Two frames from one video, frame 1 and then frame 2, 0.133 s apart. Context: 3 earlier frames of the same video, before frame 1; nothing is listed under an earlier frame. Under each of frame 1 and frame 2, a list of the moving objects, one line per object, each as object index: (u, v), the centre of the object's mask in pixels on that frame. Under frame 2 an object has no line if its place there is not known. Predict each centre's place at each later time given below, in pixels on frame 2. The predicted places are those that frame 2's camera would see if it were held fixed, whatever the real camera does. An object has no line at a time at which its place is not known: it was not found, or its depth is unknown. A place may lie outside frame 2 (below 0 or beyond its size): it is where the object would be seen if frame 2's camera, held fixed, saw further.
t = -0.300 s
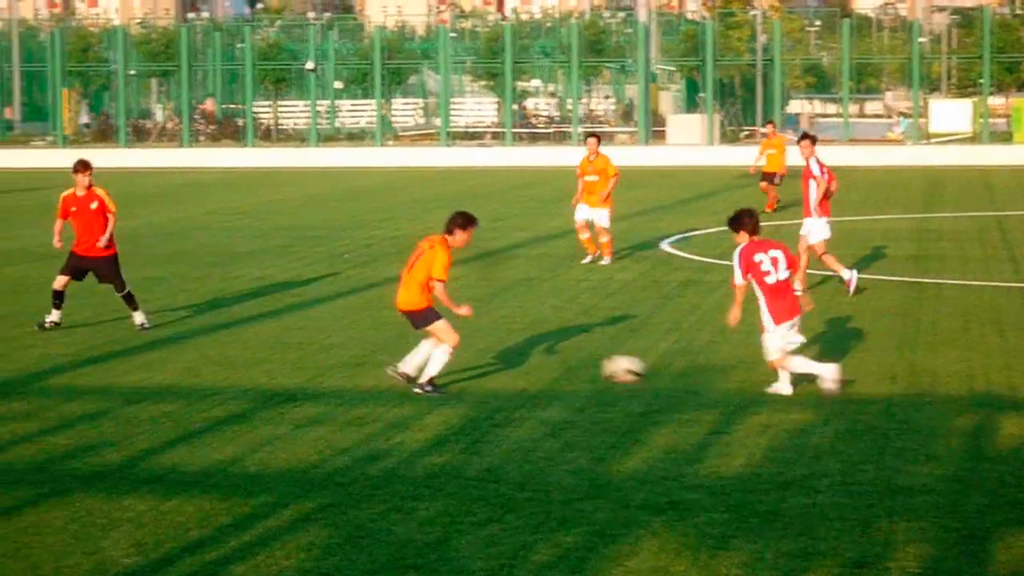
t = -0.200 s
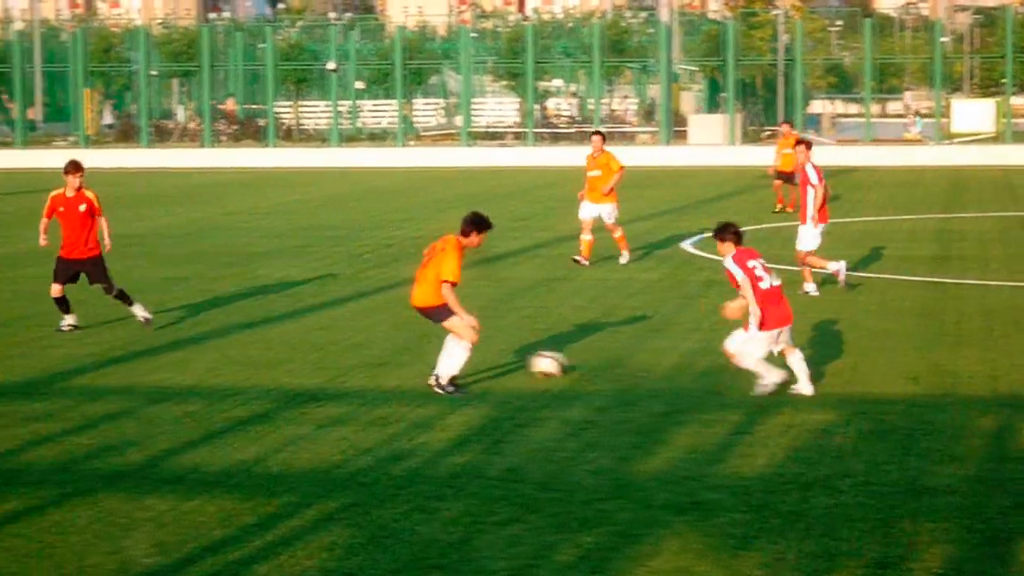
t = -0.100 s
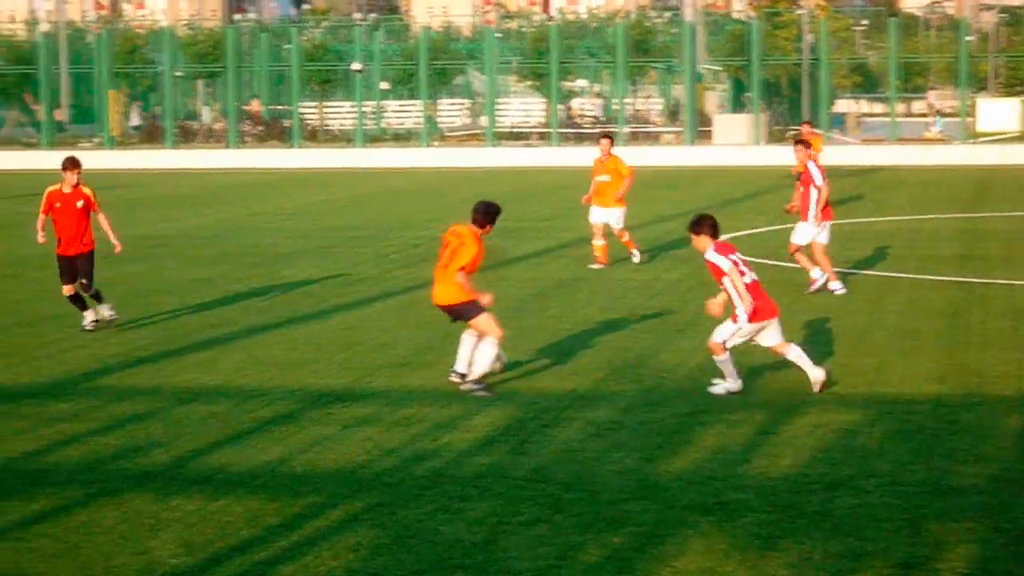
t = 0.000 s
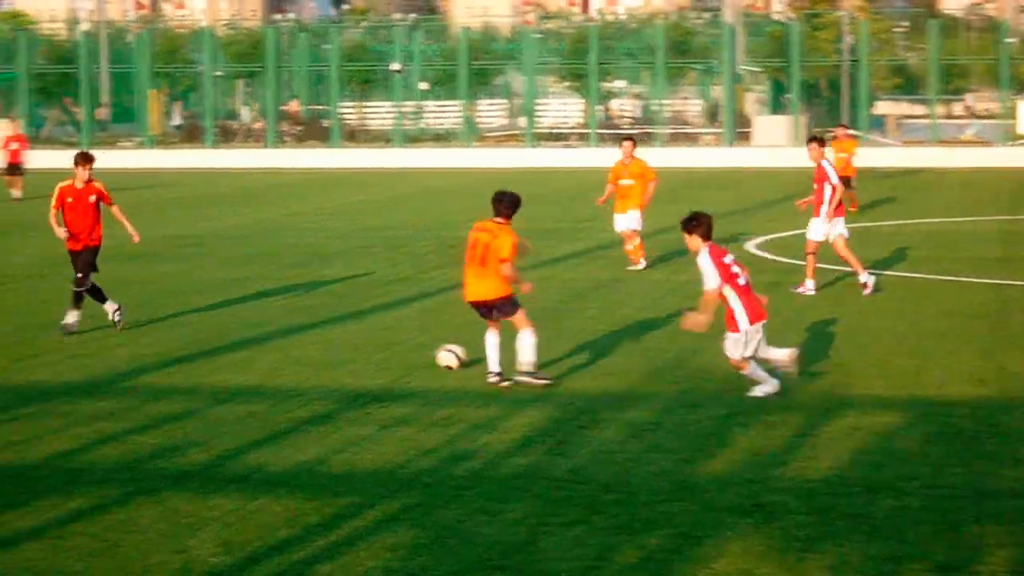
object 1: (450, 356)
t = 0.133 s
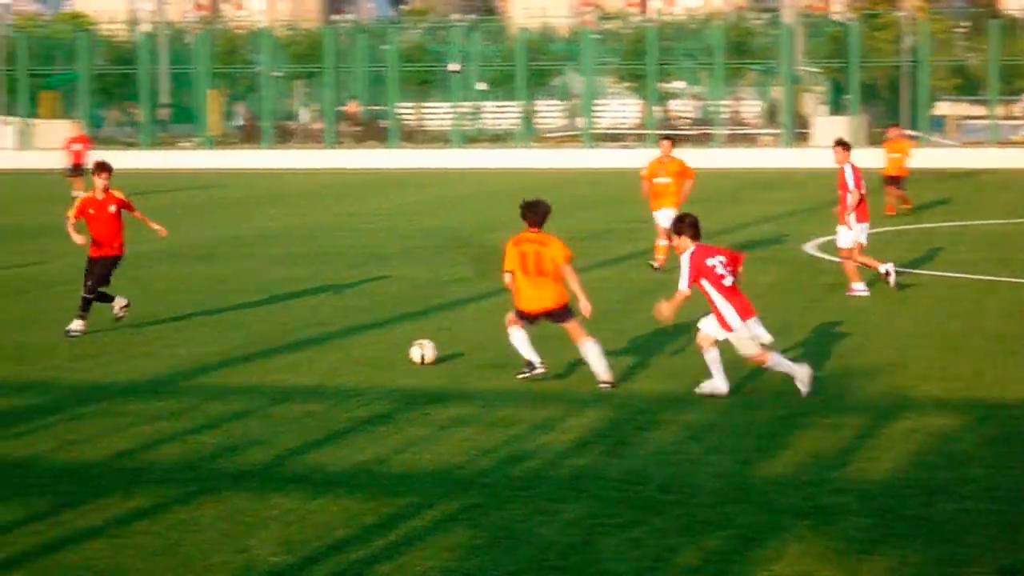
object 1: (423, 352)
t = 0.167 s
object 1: (404, 352)
